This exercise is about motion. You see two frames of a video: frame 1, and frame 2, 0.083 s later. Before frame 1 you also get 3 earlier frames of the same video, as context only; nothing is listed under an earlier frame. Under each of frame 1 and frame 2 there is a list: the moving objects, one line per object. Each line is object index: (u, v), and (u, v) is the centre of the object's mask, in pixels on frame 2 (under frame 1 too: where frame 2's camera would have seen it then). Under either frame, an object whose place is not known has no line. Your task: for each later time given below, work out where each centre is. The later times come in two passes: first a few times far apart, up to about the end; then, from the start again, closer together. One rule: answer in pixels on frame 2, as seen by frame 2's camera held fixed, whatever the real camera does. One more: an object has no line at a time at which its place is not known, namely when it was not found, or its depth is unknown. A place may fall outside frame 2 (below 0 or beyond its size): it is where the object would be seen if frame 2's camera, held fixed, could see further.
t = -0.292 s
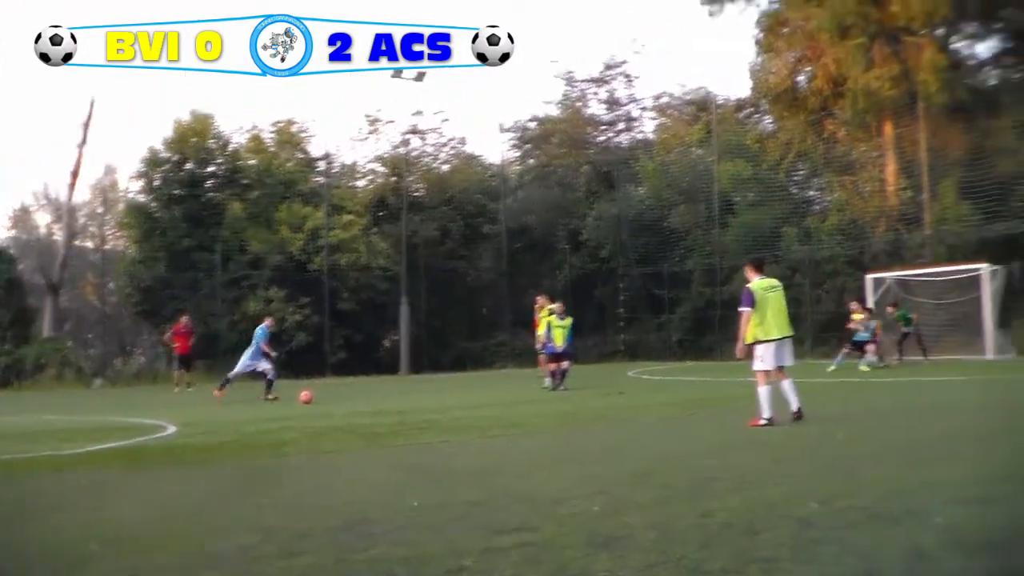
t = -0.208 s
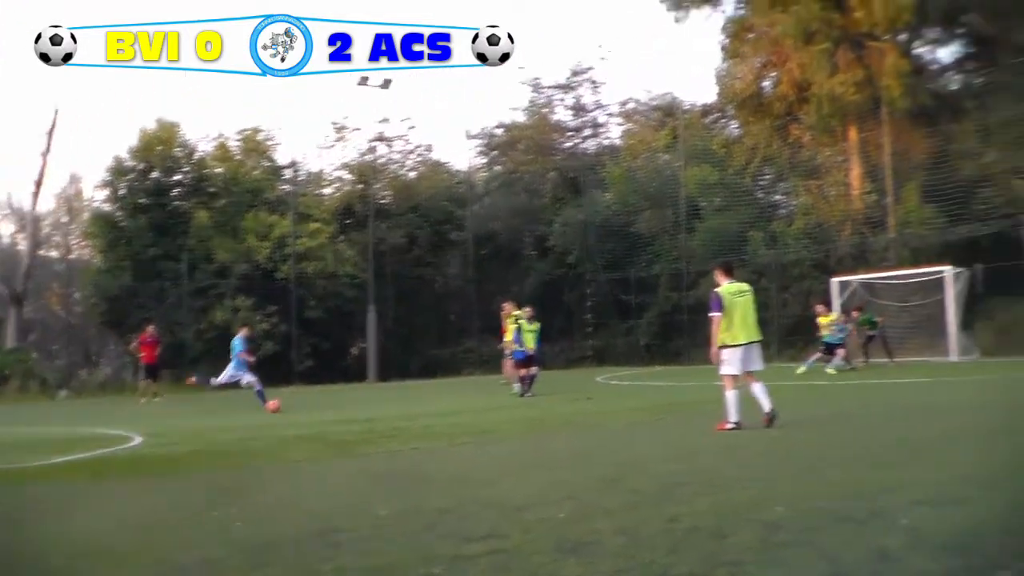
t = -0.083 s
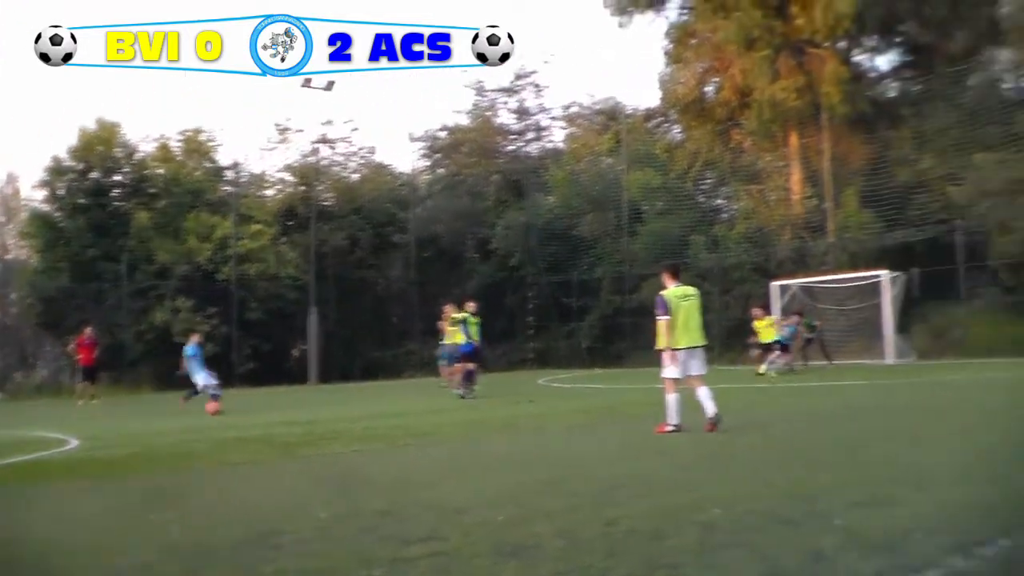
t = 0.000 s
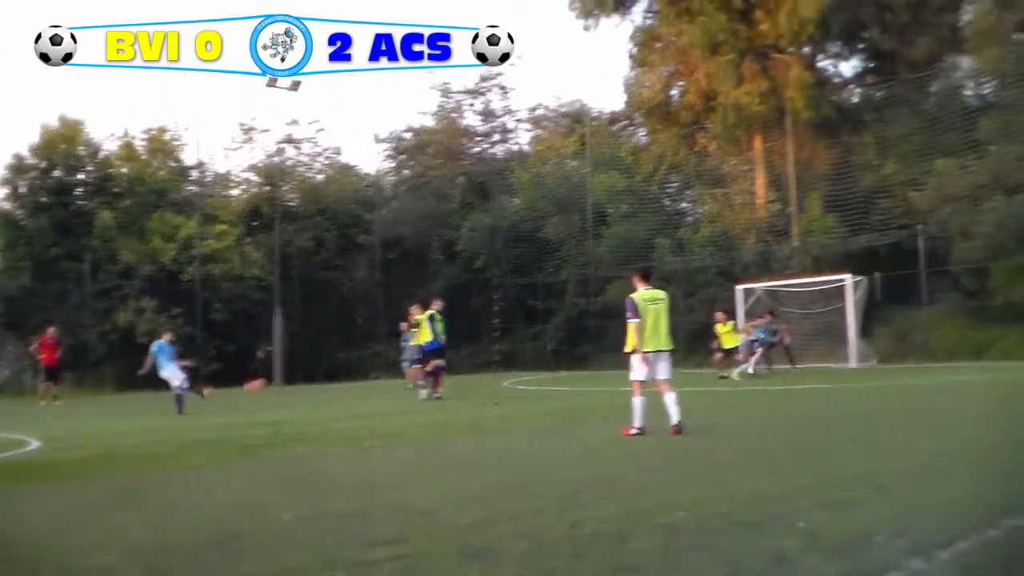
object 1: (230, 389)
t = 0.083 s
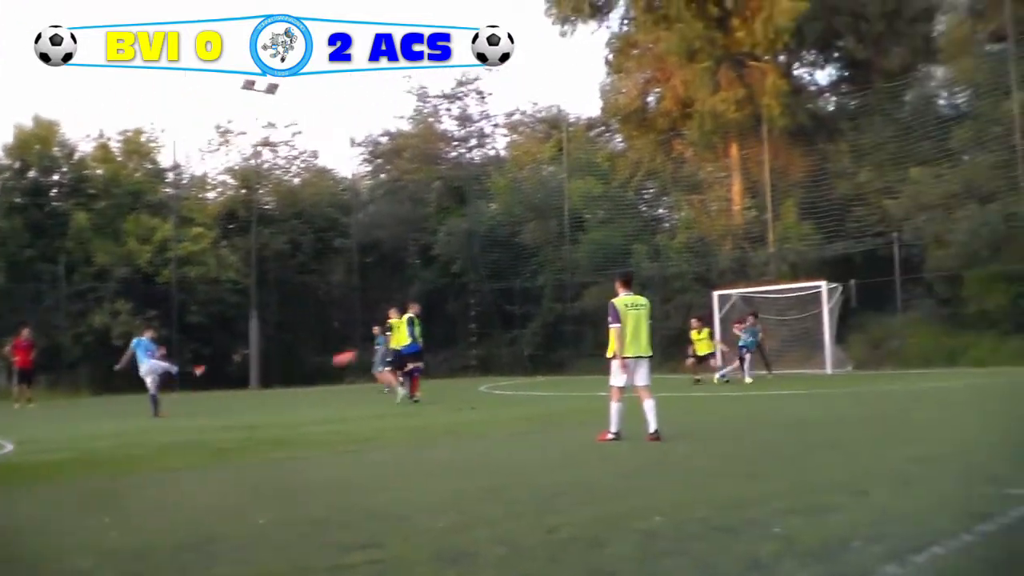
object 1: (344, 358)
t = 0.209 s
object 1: (495, 322)
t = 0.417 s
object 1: (688, 285)
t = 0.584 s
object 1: (797, 270)
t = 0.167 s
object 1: (449, 333)
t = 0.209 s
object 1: (495, 322)
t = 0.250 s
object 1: (539, 312)
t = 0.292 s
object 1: (581, 304)
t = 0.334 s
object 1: (614, 296)
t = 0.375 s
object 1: (654, 290)
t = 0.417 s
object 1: (688, 285)
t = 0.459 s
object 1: (719, 281)
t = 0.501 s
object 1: (747, 276)
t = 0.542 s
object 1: (774, 273)
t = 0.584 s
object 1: (797, 270)
